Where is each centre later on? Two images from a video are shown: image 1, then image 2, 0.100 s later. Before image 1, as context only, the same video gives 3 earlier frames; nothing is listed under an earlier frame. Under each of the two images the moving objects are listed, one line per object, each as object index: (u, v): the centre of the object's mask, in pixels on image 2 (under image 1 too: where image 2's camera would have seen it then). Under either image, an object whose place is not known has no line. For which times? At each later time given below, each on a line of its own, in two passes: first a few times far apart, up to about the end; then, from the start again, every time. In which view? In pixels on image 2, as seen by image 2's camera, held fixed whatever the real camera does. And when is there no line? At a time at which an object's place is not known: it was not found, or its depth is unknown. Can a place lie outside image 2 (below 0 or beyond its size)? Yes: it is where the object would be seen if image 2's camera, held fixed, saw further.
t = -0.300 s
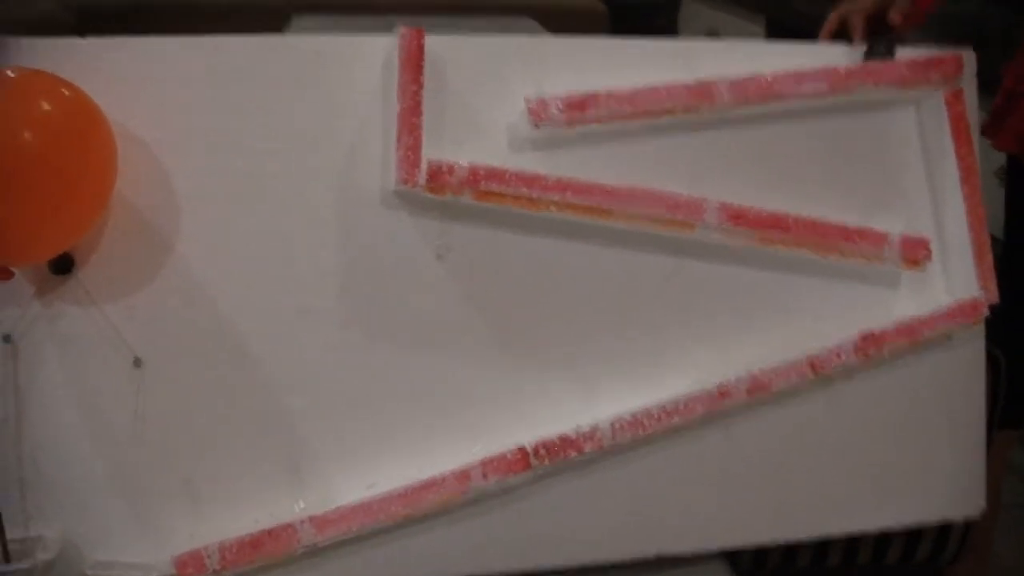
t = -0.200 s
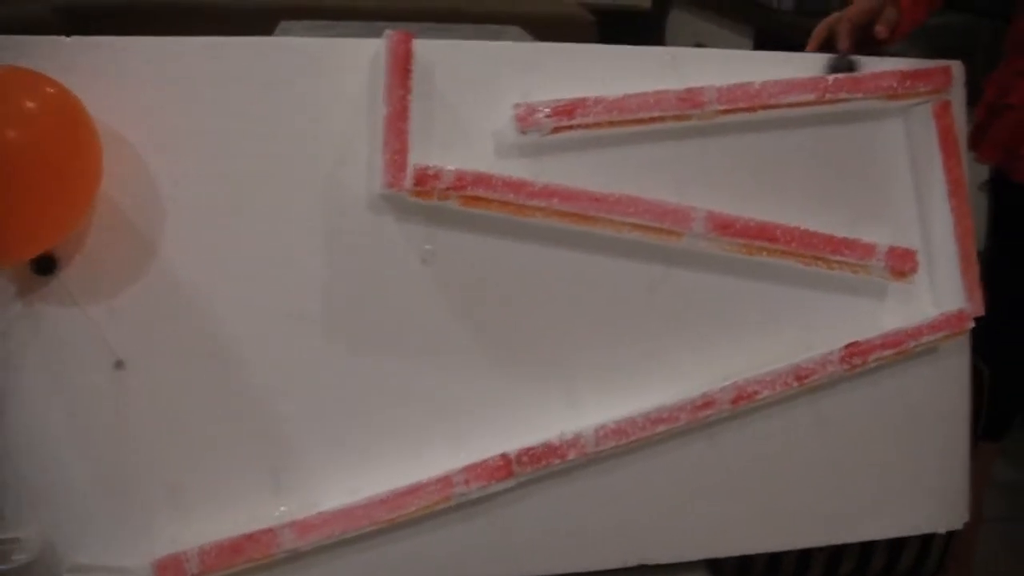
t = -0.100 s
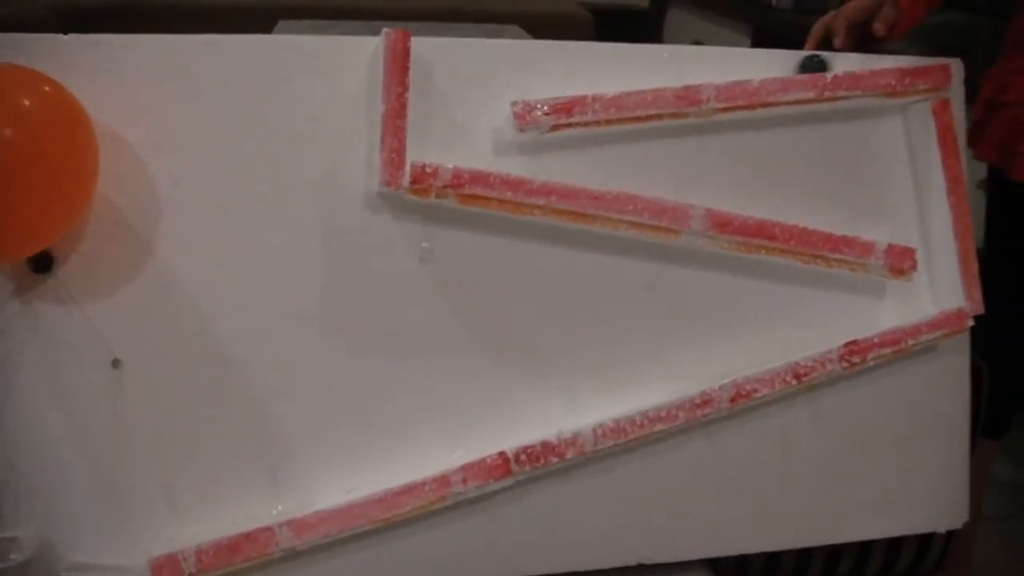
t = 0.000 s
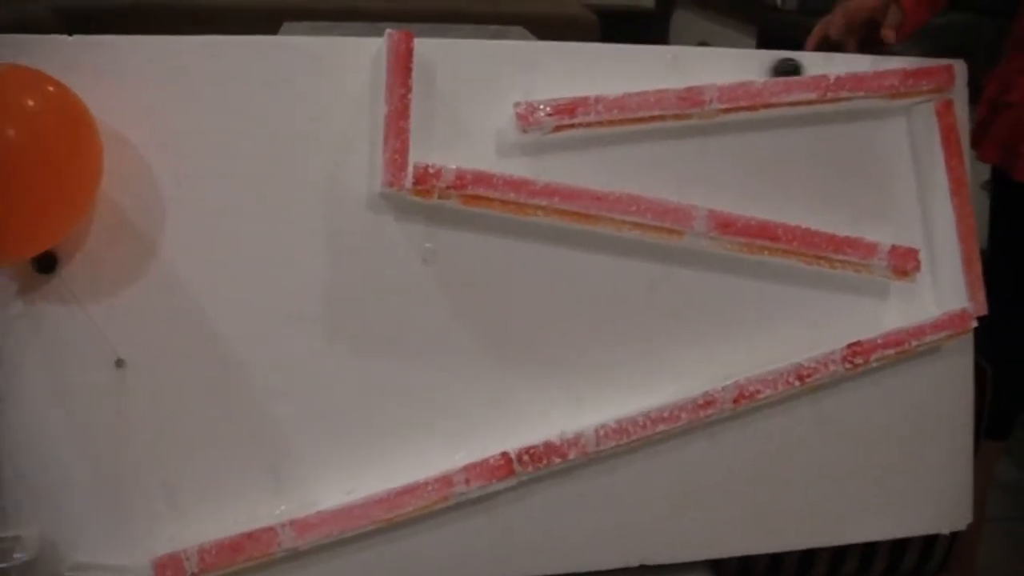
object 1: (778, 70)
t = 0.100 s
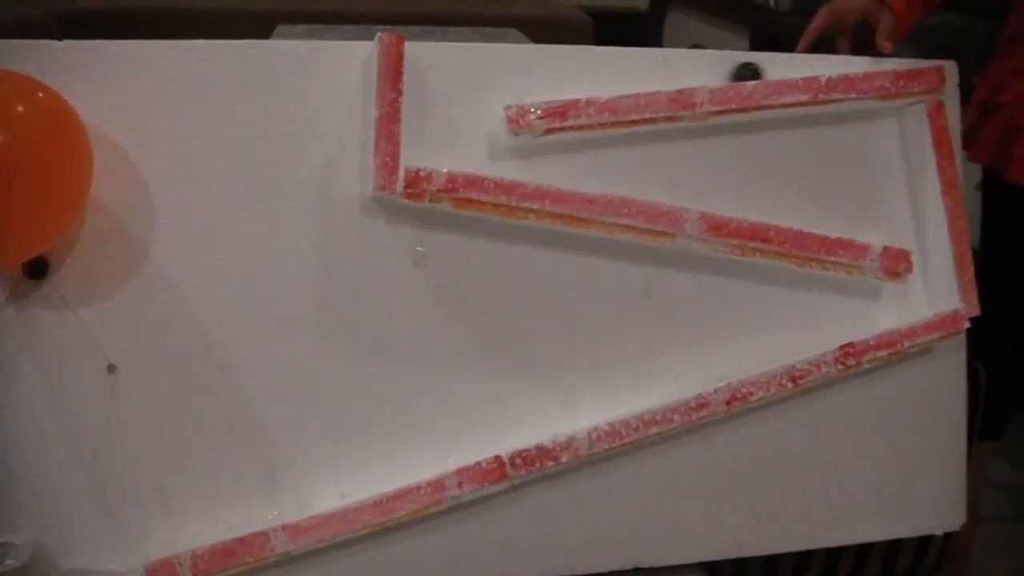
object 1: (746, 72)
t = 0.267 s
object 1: (691, 77)
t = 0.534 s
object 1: (594, 86)
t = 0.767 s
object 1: (501, 98)
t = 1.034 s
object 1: (433, 155)
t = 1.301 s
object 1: (452, 161)
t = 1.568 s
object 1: (522, 171)
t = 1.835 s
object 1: (631, 190)
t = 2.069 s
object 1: (751, 211)
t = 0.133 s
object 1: (735, 73)
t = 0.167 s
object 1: (723, 74)
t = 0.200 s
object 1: (714, 75)
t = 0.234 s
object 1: (703, 76)
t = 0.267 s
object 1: (691, 77)
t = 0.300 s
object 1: (679, 78)
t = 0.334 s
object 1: (666, 79)
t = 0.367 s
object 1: (654, 80)
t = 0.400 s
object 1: (643, 82)
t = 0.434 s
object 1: (631, 83)
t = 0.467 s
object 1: (619, 84)
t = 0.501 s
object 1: (607, 85)
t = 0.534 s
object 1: (594, 86)
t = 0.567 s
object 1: (581, 87)
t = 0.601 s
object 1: (569, 89)
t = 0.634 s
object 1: (557, 90)
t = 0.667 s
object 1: (542, 92)
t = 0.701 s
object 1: (529, 92)
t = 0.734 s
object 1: (516, 93)
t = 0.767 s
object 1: (501, 98)
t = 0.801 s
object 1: (489, 104)
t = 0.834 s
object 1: (477, 114)
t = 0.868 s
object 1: (462, 135)
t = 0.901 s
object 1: (450, 157)
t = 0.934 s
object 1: (445, 154)
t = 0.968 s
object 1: (441, 152)
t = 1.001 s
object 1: (437, 154)
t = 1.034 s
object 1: (433, 155)
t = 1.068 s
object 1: (431, 157)
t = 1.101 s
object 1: (431, 156)
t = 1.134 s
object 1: (431, 157)
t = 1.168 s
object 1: (434, 158)
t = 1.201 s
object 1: (437, 158)
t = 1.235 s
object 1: (441, 159)
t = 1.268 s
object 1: (446, 160)
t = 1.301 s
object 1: (452, 161)
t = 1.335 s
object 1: (459, 162)
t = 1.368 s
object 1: (465, 163)
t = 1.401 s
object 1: (473, 164)
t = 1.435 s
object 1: (483, 166)
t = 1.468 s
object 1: (491, 167)
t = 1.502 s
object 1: (501, 168)
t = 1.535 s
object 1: (512, 170)
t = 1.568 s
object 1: (522, 171)
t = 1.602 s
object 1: (534, 173)
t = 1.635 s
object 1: (546, 175)
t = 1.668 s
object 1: (559, 178)
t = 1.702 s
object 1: (572, 180)
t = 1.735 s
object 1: (586, 182)
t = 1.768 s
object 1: (601, 184)
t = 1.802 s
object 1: (616, 187)
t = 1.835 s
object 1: (631, 190)
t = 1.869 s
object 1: (648, 193)
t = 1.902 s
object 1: (664, 196)
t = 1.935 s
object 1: (680, 198)
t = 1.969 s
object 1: (697, 202)
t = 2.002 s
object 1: (715, 205)
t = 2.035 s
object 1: (733, 208)
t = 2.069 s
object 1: (751, 211)
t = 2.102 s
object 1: (768, 215)
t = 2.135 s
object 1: (788, 219)
